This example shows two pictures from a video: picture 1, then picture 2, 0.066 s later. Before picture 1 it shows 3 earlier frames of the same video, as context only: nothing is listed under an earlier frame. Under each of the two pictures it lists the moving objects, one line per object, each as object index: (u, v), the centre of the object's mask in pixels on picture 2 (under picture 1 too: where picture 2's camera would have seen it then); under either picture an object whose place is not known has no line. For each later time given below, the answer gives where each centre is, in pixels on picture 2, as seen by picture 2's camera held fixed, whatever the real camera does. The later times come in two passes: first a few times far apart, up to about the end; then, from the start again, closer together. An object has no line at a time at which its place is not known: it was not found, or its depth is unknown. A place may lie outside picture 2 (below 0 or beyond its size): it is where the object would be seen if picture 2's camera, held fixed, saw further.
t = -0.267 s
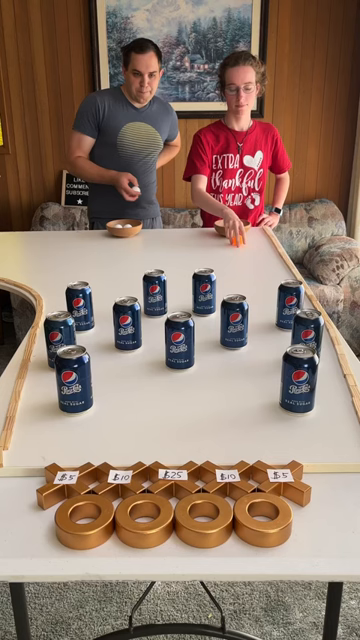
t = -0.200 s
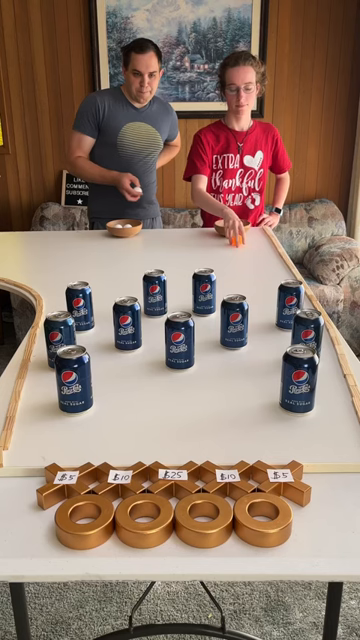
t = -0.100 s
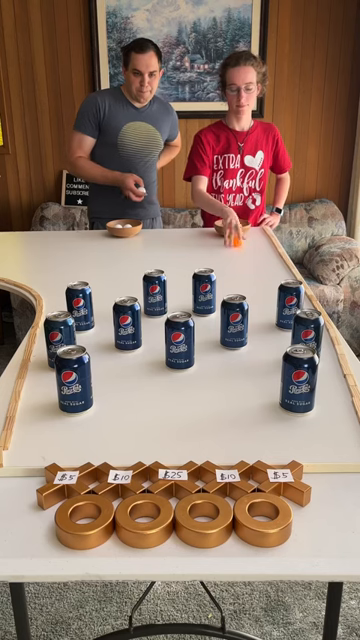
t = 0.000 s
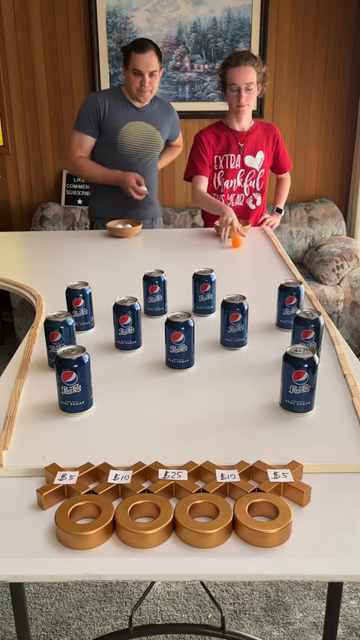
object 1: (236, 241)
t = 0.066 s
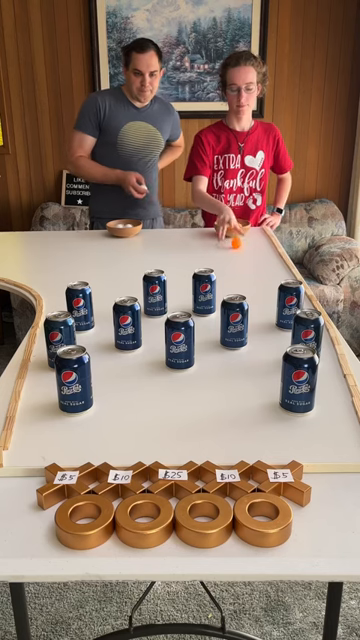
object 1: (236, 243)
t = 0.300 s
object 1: (236, 248)
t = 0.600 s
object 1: (238, 258)
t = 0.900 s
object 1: (243, 274)
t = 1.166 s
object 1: (251, 293)
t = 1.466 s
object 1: (265, 324)
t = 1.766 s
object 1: (279, 373)
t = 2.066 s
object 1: (277, 351)
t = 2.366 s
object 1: (274, 342)
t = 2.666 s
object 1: (276, 343)
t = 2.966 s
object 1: (280, 349)
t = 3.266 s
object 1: (270, 358)
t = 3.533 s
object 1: (261, 370)
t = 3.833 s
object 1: (252, 394)
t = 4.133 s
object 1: (241, 431)
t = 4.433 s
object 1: (215, 449)
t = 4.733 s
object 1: (209, 455)
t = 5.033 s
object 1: (201, 471)
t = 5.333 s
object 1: (200, 473)
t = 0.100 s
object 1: (236, 244)
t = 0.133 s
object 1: (236, 244)
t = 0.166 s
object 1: (236, 245)
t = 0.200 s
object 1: (236, 246)
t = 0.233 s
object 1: (236, 246)
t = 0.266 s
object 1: (236, 247)
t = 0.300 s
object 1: (236, 248)
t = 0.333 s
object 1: (236, 249)
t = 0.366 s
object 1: (237, 250)
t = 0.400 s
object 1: (237, 251)
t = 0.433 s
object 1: (237, 252)
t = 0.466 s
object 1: (237, 253)
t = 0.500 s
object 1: (237, 254)
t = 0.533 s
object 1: (238, 255)
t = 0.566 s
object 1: (238, 256)
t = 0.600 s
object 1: (238, 258)
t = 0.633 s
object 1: (239, 259)
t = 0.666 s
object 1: (239, 261)
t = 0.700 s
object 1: (240, 262)
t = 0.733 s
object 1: (240, 264)
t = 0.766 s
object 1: (241, 266)
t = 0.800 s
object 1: (241, 268)
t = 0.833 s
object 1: (242, 269)
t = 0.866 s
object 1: (243, 271)
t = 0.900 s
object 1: (243, 274)
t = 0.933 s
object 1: (244, 275)
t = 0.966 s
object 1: (245, 278)
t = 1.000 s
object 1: (246, 280)
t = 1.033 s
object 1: (246, 282)
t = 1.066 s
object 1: (248, 285)
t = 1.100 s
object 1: (249, 287)
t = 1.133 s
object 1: (250, 290)
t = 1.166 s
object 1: (251, 293)
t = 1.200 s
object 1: (252, 296)
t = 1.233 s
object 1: (254, 299)
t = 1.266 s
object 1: (255, 302)
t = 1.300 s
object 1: (256, 305)
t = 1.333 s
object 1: (258, 309)
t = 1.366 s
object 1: (260, 312)
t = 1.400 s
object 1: (261, 316)
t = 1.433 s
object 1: (263, 320)
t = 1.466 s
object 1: (265, 324)
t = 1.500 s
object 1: (267, 329)
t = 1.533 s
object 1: (269, 333)
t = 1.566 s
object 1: (272, 338)
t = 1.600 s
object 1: (274, 344)
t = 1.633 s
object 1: (276, 348)
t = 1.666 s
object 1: (278, 353)
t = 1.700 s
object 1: (278, 360)
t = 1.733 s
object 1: (277, 366)
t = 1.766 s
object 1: (279, 373)
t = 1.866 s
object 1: (279, 374)
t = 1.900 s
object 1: (278, 371)
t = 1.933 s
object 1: (278, 366)
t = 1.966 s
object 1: (277, 362)
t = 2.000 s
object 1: (277, 357)
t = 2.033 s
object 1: (277, 355)
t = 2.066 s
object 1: (277, 351)
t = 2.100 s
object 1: (276, 351)
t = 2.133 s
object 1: (275, 348)
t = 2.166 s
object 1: (275, 347)
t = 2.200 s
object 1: (275, 347)
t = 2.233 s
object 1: (275, 345)
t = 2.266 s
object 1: (275, 345)
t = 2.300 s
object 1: (274, 343)
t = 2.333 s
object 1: (274, 342)
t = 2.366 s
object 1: (274, 342)
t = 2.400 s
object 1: (275, 342)
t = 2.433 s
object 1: (275, 342)
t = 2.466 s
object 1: (275, 342)
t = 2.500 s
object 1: (275, 342)
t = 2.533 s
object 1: (275, 342)
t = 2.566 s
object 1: (275, 342)
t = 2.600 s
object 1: (275, 342)
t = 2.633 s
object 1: (275, 342)
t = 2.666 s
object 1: (276, 343)
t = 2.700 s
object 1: (277, 343)
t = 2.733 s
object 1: (277, 344)
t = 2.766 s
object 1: (278, 344)
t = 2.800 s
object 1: (278, 345)
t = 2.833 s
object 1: (279, 346)
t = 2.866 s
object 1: (279, 347)
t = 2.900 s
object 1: (280, 348)
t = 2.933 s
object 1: (280, 349)
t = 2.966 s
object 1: (280, 349)
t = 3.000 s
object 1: (278, 350)
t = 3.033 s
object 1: (277, 351)
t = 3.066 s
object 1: (276, 351)
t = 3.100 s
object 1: (275, 352)
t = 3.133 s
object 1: (274, 353)
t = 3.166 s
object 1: (274, 354)
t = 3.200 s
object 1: (272, 355)
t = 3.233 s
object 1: (271, 357)
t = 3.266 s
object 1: (270, 358)
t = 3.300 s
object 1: (269, 359)
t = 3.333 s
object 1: (268, 360)
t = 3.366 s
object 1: (267, 361)
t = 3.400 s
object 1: (266, 363)
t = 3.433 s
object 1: (265, 364)
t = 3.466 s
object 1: (264, 366)
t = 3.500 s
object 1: (263, 368)
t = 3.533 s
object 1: (261, 370)
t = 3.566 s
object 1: (260, 373)
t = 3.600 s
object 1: (259, 375)
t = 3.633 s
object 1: (258, 377)
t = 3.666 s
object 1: (257, 380)
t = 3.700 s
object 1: (256, 383)
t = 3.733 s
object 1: (255, 385)
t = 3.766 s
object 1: (254, 388)
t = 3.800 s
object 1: (253, 391)
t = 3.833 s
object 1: (252, 394)
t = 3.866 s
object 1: (251, 398)
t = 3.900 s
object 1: (250, 401)
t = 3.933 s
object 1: (249, 405)
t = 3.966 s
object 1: (247, 409)
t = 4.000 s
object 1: (246, 413)
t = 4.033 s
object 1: (245, 417)
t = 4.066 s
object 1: (244, 422)
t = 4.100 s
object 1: (243, 426)
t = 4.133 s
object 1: (241, 431)
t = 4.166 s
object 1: (240, 437)
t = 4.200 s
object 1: (238, 443)
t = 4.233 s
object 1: (237, 448)
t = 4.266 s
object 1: (233, 445)
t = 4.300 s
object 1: (229, 445)
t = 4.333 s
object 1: (224, 449)
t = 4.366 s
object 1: (220, 448)
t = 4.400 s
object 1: (216, 450)
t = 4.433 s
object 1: (215, 449)
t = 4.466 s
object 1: (214, 450)
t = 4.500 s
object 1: (213, 450)
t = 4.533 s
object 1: (212, 451)
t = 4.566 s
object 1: (212, 451)
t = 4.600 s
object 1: (211, 452)
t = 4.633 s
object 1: (211, 452)
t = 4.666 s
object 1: (210, 453)
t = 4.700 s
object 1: (210, 455)
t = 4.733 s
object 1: (209, 455)
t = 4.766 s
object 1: (209, 456)
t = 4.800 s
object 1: (209, 456)
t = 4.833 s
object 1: (208, 457)
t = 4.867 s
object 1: (208, 458)
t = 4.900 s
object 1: (207, 458)
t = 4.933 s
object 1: (207, 459)
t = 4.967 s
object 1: (206, 461)
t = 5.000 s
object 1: (204, 465)
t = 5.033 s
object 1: (201, 471)
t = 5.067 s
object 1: (200, 471)
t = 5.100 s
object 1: (200, 472)
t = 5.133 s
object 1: (201, 472)
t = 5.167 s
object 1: (201, 473)
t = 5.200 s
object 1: (200, 473)
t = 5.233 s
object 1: (200, 473)
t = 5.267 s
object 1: (200, 473)
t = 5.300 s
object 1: (200, 473)
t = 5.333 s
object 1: (200, 473)
